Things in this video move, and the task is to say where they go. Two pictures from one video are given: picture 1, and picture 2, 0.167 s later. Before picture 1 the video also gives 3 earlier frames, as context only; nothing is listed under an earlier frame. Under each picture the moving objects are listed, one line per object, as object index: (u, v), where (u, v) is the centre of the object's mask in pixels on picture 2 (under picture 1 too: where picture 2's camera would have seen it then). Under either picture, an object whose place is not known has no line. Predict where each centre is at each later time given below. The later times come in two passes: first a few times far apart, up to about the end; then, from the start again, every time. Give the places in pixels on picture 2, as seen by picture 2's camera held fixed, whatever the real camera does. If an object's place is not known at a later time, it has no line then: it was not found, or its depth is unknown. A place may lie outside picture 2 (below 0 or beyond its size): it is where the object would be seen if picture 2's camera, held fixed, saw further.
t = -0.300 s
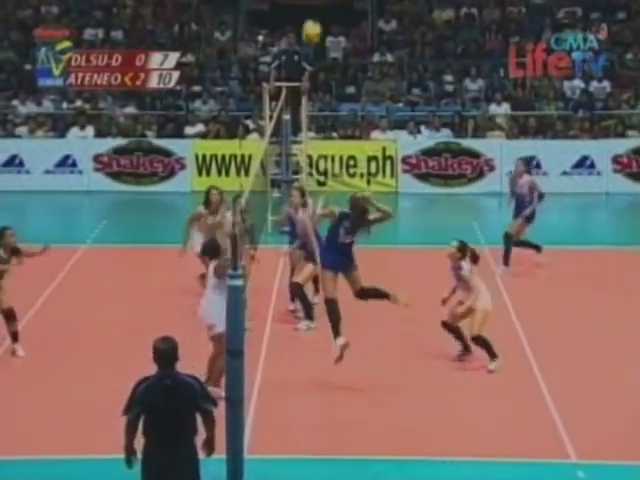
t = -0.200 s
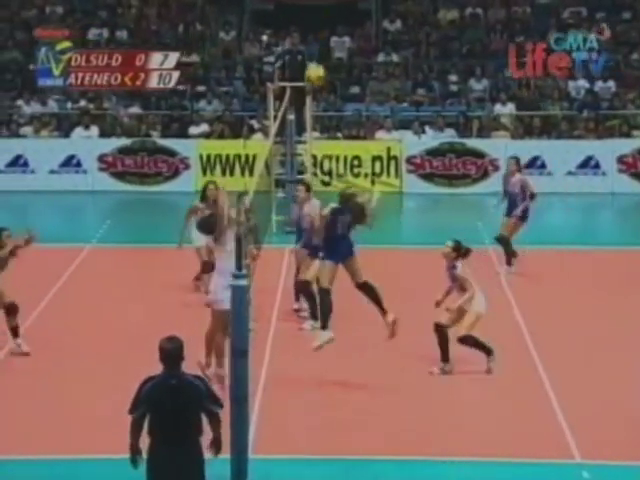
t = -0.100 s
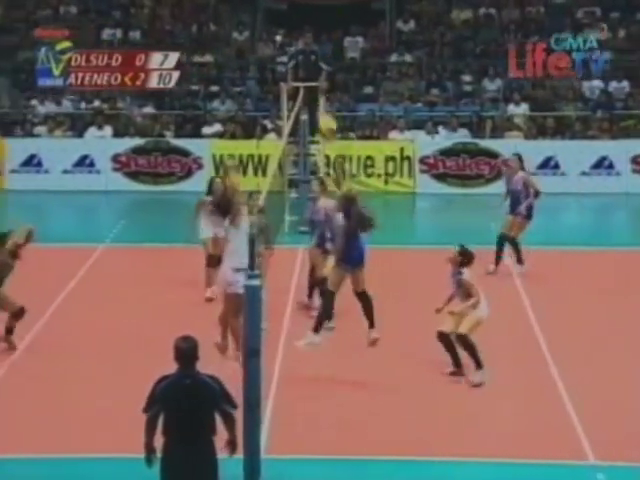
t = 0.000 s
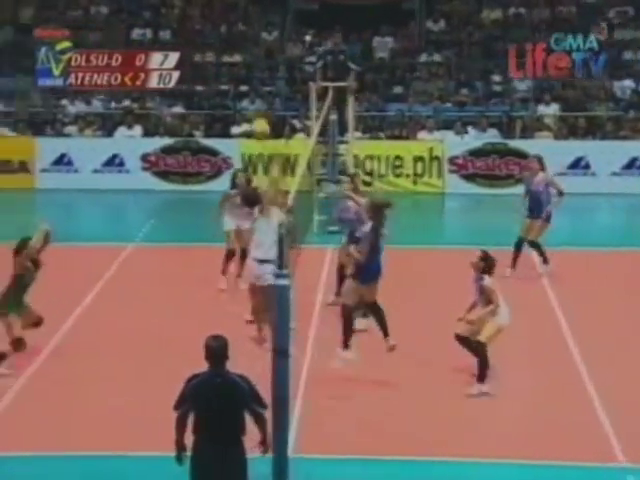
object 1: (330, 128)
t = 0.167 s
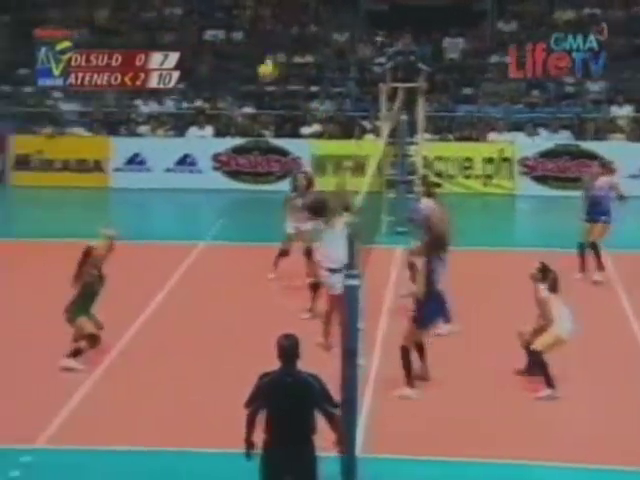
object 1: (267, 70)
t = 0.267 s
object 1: (231, 50)
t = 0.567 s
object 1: (131, 48)
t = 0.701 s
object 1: (91, 74)
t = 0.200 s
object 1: (255, 62)
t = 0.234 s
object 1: (243, 55)
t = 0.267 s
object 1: (231, 50)
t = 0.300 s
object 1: (219, 46)
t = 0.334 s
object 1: (208, 41)
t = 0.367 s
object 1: (196, 40)
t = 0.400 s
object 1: (185, 39)
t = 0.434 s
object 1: (175, 39)
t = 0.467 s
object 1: (164, 40)
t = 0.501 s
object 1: (152, 42)
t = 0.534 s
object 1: (142, 45)
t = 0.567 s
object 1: (131, 48)
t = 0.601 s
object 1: (121, 53)
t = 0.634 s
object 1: (110, 60)
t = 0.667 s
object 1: (100, 67)
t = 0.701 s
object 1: (91, 74)
